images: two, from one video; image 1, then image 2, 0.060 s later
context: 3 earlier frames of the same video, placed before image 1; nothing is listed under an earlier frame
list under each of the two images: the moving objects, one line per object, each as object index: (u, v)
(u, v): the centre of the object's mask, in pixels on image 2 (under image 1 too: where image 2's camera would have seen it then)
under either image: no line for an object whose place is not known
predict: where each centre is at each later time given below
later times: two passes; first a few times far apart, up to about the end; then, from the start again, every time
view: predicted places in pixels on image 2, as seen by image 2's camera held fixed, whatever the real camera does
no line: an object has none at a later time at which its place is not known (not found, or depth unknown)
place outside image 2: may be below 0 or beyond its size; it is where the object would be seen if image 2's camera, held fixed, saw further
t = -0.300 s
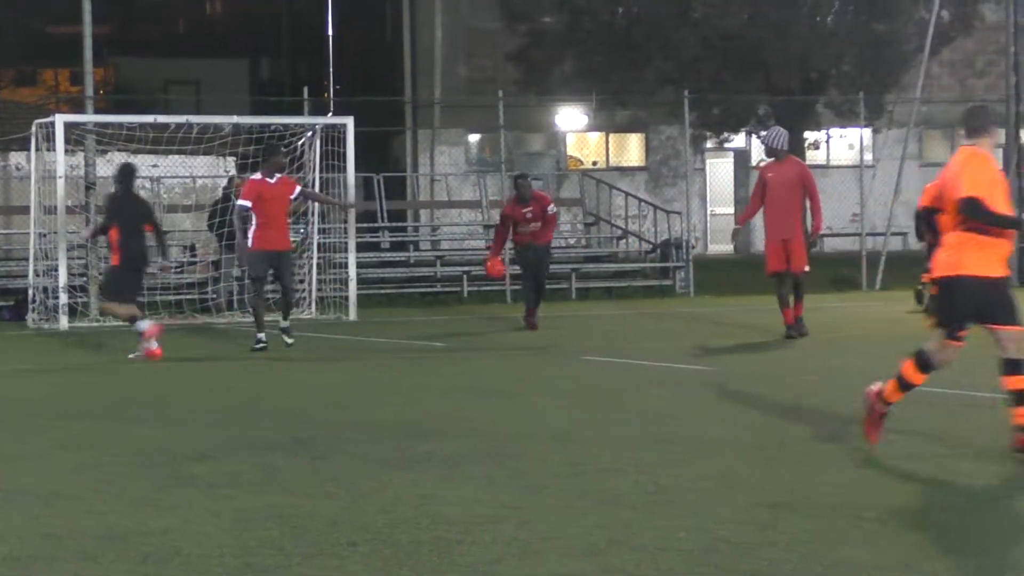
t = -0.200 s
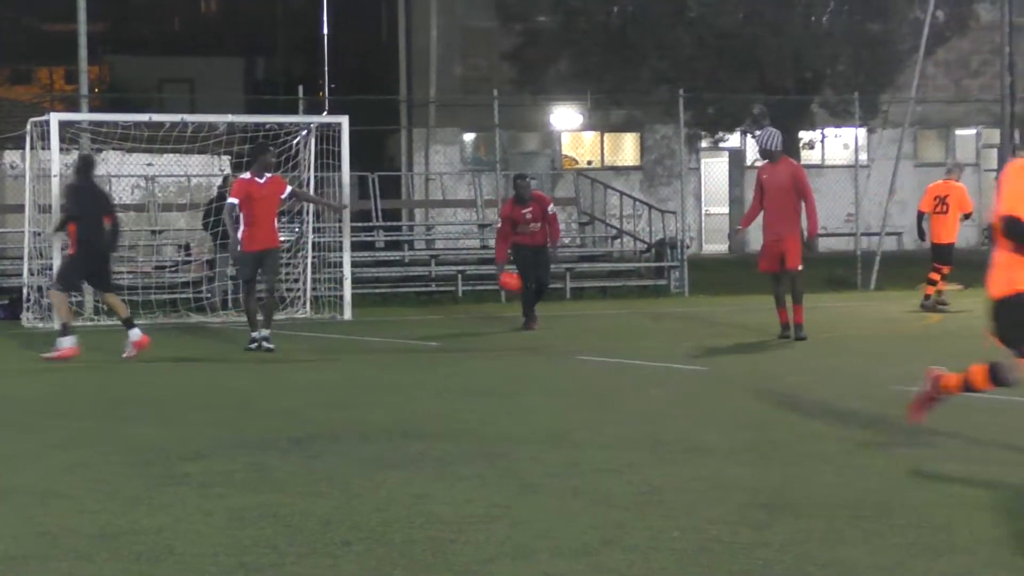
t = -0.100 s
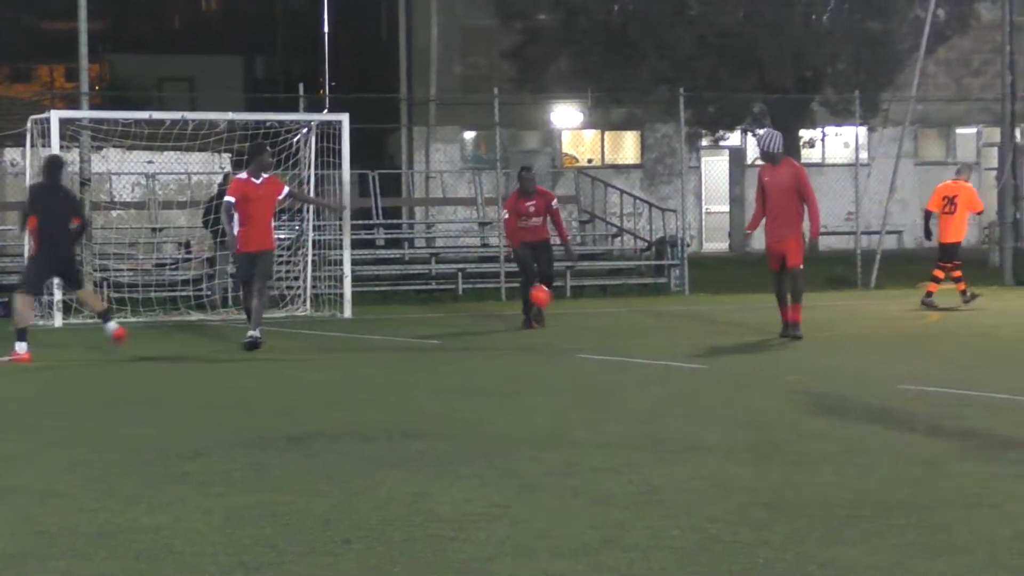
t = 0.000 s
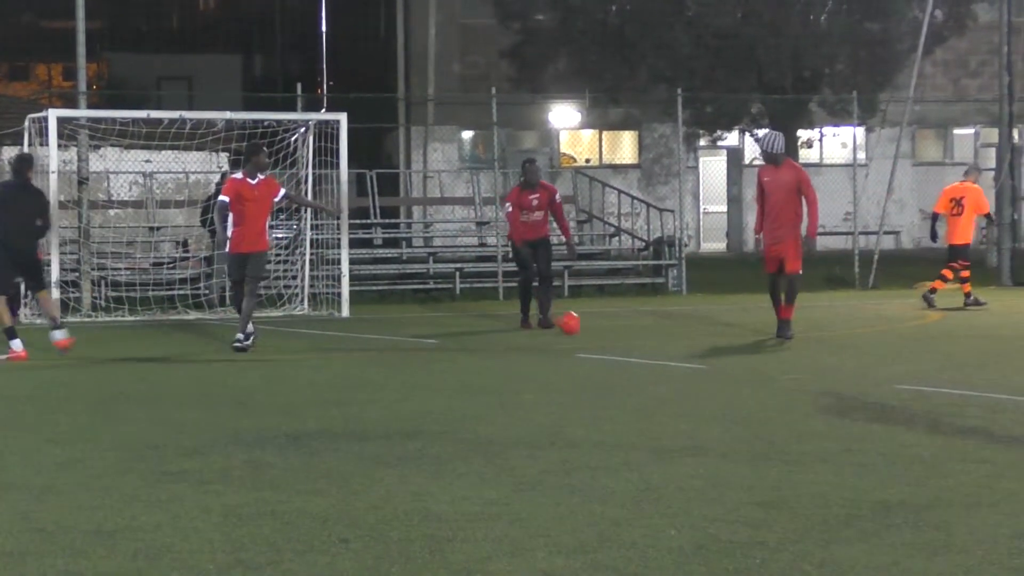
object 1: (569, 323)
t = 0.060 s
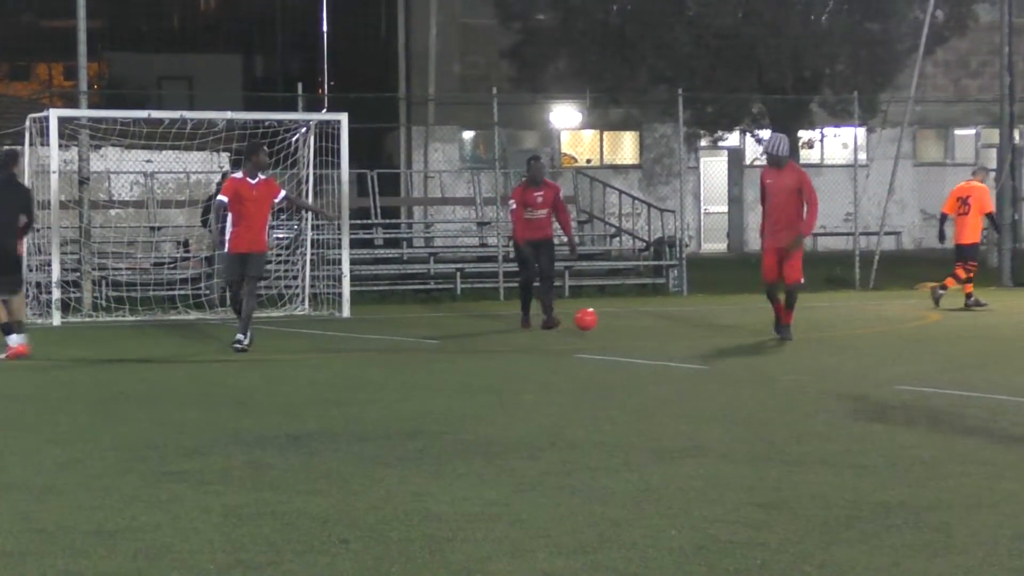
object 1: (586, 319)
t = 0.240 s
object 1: (633, 322)
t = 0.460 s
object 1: (692, 334)
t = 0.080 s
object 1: (591, 318)
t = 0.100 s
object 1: (596, 317)
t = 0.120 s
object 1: (602, 316)
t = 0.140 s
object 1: (608, 316)
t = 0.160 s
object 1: (613, 316)
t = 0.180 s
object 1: (618, 317)
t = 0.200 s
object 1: (623, 319)
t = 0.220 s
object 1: (628, 320)
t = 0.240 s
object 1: (633, 322)
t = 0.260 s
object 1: (639, 325)
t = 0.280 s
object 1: (645, 328)
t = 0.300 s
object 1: (651, 332)
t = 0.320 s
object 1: (656, 332)
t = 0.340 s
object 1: (661, 331)
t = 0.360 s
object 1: (667, 330)
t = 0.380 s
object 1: (671, 330)
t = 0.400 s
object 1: (676, 330)
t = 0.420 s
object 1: (682, 331)
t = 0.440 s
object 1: (687, 332)
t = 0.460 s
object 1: (692, 334)
